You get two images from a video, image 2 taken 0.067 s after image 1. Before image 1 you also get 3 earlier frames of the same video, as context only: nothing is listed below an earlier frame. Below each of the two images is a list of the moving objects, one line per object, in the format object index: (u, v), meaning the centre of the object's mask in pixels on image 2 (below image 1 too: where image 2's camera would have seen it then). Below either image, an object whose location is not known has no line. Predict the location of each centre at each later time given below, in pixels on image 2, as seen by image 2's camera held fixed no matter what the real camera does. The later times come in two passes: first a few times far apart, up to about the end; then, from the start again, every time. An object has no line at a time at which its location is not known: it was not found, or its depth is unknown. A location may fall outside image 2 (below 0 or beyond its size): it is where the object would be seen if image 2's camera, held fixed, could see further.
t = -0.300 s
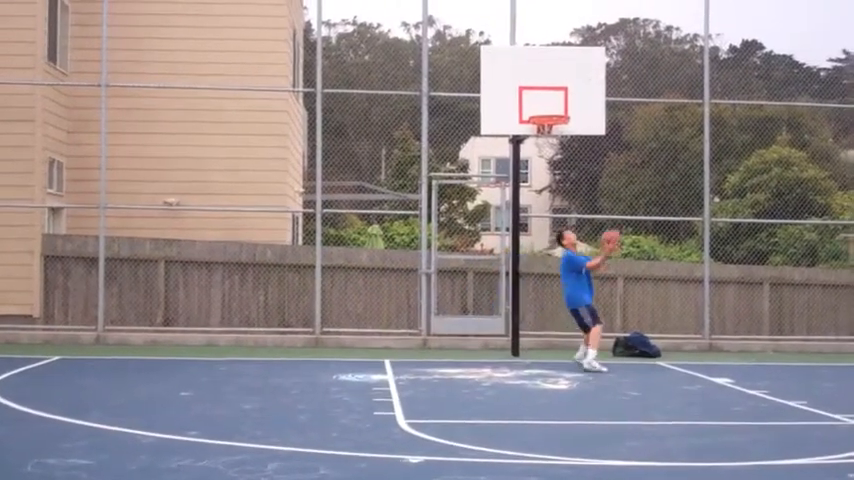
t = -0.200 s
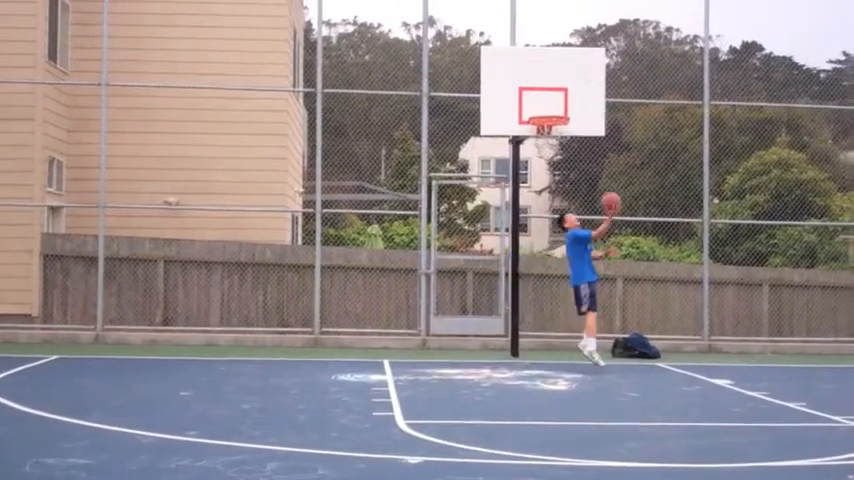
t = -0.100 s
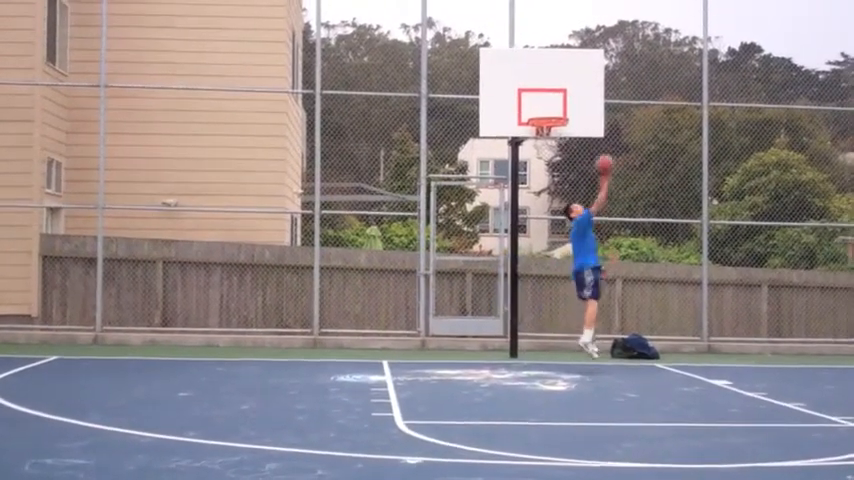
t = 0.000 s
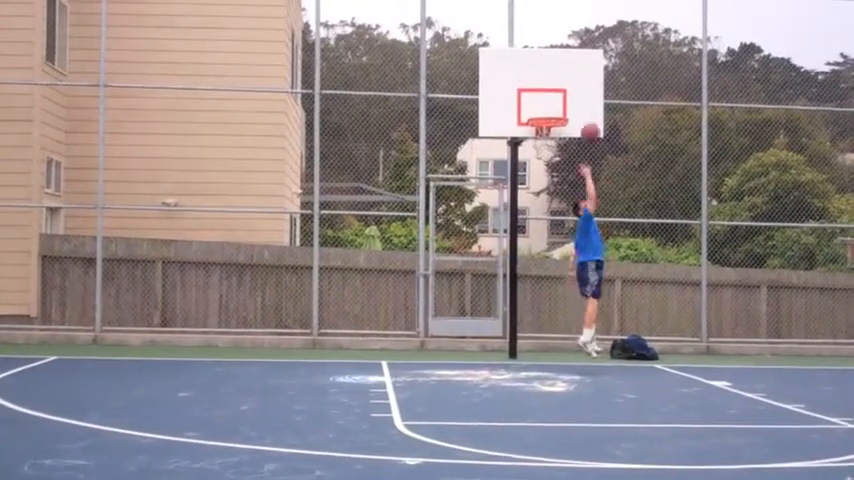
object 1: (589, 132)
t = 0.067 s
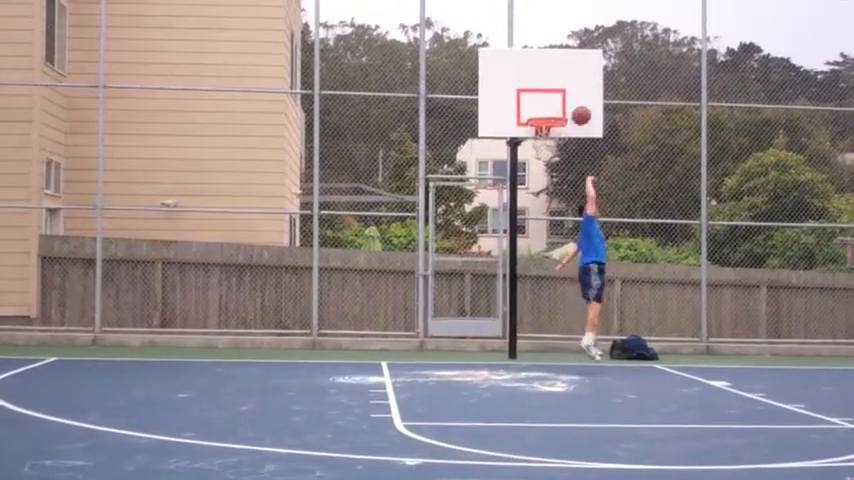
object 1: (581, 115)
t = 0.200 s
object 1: (563, 91)
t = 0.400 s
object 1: (547, 88)
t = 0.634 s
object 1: (546, 111)
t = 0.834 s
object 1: (542, 111)
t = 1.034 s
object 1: (546, 112)
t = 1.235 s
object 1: (552, 141)
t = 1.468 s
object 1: (553, 139)
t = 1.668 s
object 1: (550, 142)
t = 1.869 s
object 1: (543, 155)
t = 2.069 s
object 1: (537, 200)
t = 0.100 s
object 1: (576, 107)
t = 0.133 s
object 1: (572, 101)
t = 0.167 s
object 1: (568, 96)
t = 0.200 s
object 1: (563, 91)
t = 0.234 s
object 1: (559, 87)
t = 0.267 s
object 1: (557, 86)
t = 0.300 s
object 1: (554, 85)
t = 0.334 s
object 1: (552, 85)
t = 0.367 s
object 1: (550, 86)
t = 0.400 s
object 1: (547, 88)
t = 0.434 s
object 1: (545, 91)
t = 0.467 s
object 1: (543, 95)
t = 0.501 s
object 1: (540, 100)
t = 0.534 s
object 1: (537, 106)
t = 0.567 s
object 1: (535, 111)
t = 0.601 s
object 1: (539, 111)
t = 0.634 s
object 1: (546, 111)
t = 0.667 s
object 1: (552, 111)
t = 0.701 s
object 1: (555, 112)
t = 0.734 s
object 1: (552, 111)
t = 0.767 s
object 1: (550, 110)
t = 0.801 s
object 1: (546, 111)
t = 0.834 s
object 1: (542, 111)
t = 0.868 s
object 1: (539, 111)
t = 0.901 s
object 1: (541, 111)
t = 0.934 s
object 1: (542, 110)
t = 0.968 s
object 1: (543, 111)
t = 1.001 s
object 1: (545, 111)
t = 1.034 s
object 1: (546, 112)
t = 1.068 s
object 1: (547, 113)
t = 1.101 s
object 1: (548, 114)
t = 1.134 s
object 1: (549, 130)
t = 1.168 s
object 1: (550, 131)
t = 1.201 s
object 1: (550, 134)
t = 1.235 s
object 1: (552, 141)
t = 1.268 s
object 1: (553, 140)
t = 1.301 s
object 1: (553, 140)
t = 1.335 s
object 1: (553, 140)
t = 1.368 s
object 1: (554, 139)
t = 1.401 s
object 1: (553, 138)
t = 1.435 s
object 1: (553, 139)
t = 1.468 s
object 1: (553, 139)
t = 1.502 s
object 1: (553, 140)
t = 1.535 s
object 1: (552, 140)
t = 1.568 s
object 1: (552, 141)
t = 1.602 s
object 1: (552, 141)
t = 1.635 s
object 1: (551, 141)
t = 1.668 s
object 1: (550, 142)
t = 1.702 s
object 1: (549, 143)
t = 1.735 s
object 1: (548, 143)
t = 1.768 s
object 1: (547, 146)
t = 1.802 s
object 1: (547, 147)
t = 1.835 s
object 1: (545, 149)
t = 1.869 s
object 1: (543, 155)
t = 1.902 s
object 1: (542, 160)
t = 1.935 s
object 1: (541, 167)
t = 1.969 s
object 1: (540, 173)
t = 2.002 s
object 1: (539, 181)
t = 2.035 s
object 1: (538, 191)
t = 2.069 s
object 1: (537, 200)
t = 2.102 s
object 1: (536, 212)
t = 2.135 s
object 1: (535, 224)
